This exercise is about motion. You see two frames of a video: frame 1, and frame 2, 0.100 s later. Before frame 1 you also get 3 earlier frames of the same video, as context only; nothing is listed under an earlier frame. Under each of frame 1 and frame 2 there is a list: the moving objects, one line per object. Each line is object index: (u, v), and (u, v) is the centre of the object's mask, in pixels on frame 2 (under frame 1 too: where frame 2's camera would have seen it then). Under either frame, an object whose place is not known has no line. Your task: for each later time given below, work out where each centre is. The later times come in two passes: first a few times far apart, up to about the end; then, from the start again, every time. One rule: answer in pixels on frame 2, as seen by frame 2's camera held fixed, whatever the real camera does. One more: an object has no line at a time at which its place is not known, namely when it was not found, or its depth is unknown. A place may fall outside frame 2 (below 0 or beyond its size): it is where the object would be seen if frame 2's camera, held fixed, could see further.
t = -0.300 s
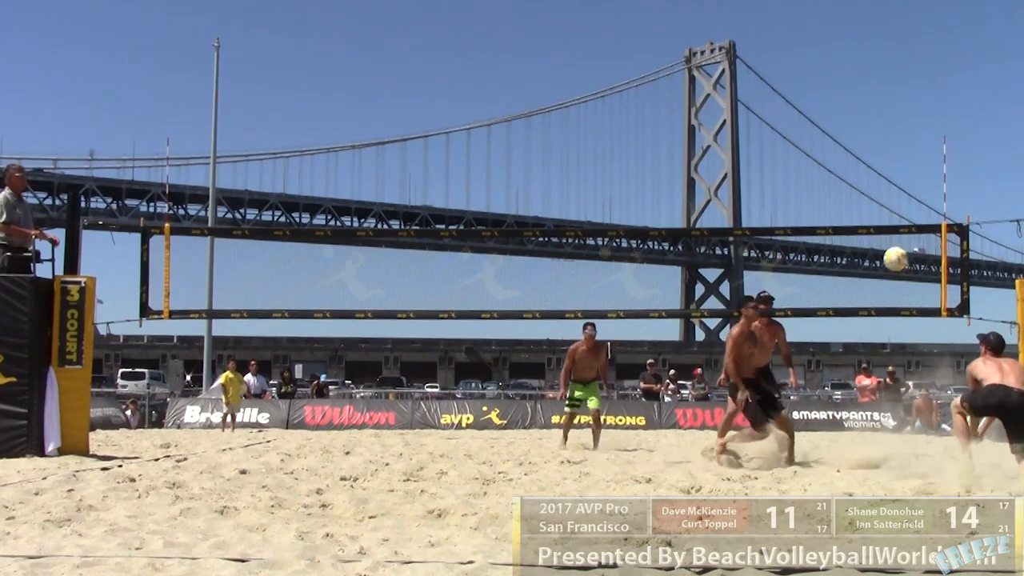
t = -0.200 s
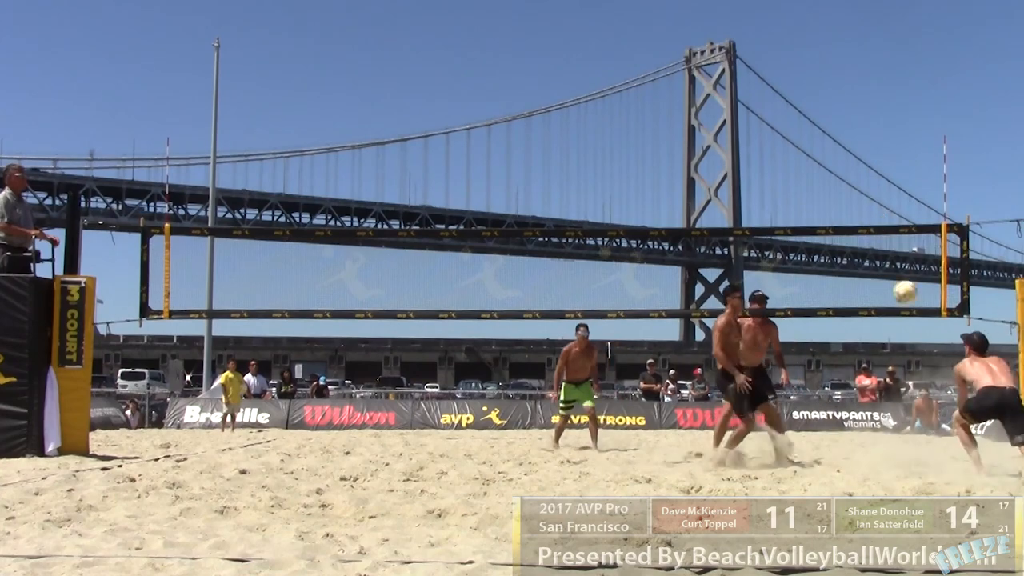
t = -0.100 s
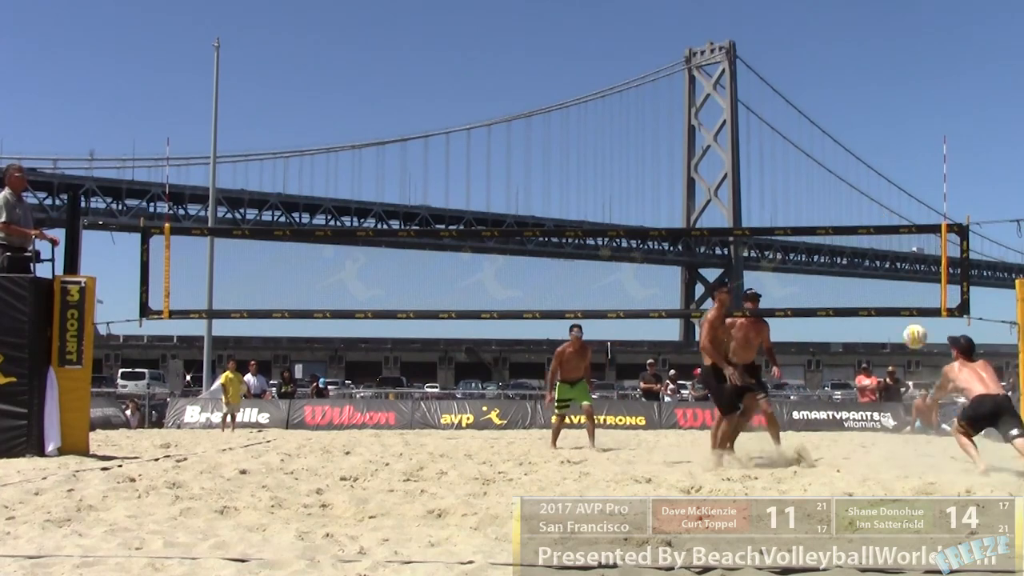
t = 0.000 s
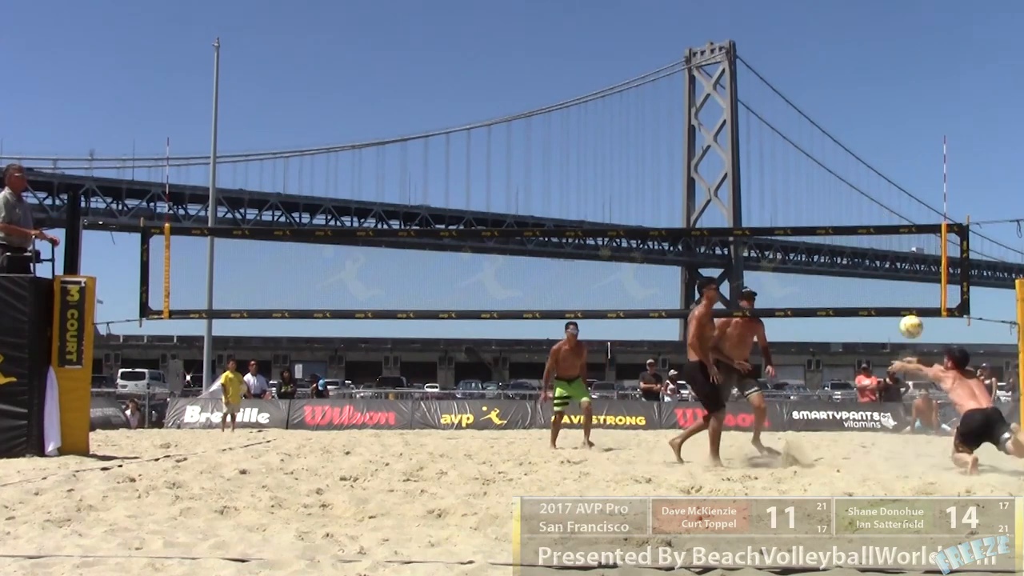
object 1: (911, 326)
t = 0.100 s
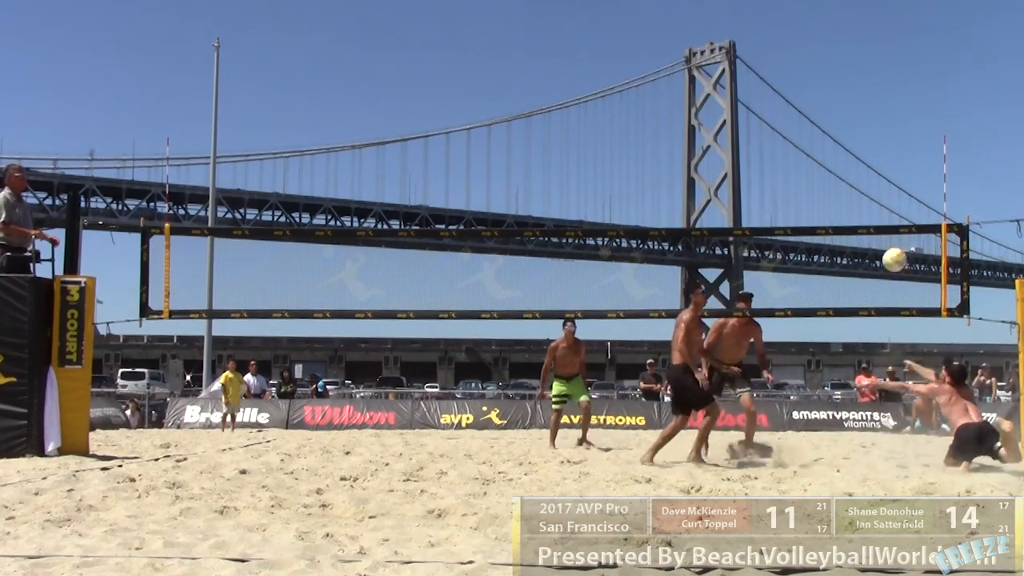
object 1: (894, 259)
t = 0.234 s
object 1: (873, 186)
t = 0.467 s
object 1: (839, 103)
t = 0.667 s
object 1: (813, 75)
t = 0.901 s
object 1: (784, 96)
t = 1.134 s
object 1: (757, 175)
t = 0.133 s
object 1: (889, 240)
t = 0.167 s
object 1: (884, 220)
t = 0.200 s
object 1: (878, 202)
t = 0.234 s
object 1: (873, 186)
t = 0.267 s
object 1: (868, 171)
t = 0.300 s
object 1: (863, 157)
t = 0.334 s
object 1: (858, 144)
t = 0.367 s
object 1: (853, 132)
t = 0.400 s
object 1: (848, 120)
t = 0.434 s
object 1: (844, 111)
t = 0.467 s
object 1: (839, 103)
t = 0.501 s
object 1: (834, 95)
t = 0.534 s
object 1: (830, 89)
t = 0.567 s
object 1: (826, 84)
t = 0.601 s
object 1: (821, 80)
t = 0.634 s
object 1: (817, 76)
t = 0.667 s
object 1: (813, 75)
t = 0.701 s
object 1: (809, 74)
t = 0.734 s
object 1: (804, 75)
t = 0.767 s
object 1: (800, 77)
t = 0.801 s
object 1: (796, 80)
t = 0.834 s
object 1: (791, 83)
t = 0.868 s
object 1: (788, 89)
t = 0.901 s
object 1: (784, 96)
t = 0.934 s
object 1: (780, 103)
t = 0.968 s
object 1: (776, 113)
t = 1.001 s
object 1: (772, 122)
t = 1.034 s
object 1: (768, 133)
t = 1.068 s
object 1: (764, 146)
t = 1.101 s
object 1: (761, 160)
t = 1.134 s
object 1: (757, 175)
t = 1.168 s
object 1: (754, 192)
